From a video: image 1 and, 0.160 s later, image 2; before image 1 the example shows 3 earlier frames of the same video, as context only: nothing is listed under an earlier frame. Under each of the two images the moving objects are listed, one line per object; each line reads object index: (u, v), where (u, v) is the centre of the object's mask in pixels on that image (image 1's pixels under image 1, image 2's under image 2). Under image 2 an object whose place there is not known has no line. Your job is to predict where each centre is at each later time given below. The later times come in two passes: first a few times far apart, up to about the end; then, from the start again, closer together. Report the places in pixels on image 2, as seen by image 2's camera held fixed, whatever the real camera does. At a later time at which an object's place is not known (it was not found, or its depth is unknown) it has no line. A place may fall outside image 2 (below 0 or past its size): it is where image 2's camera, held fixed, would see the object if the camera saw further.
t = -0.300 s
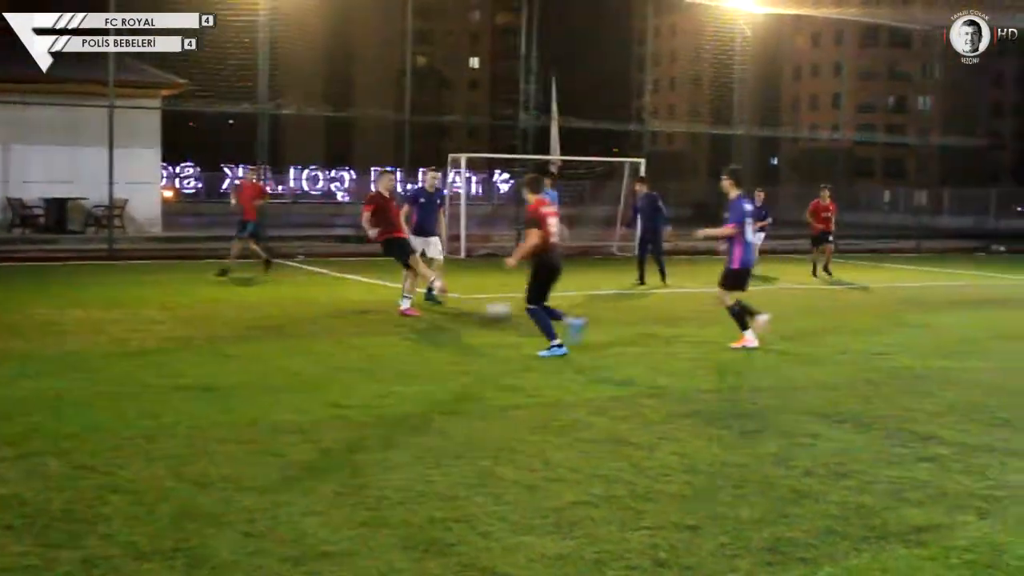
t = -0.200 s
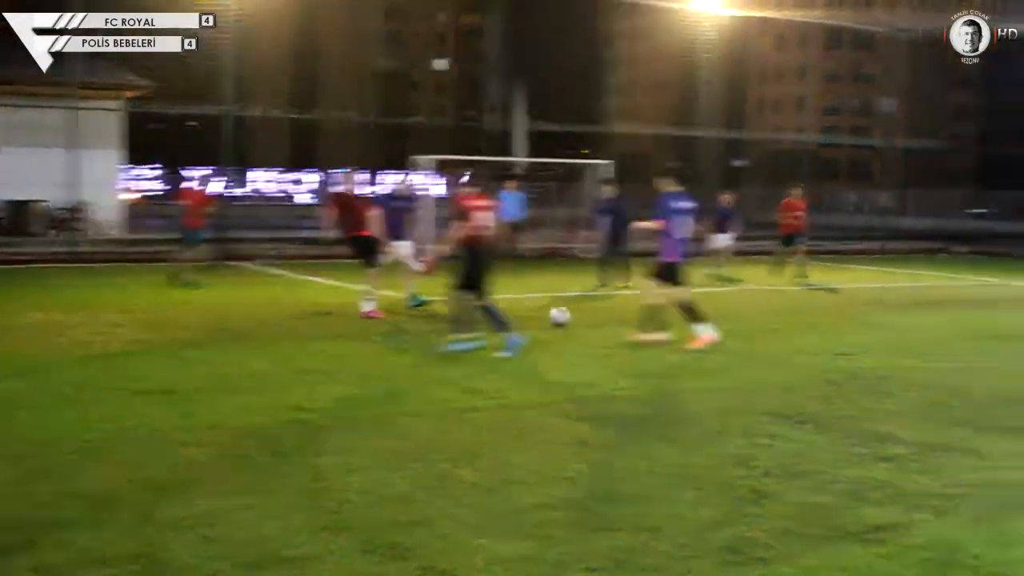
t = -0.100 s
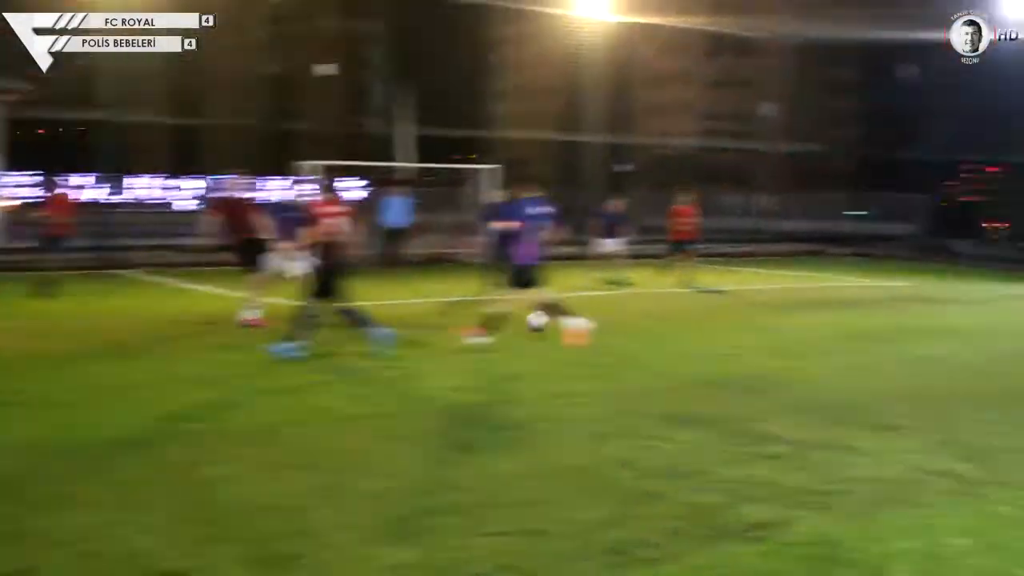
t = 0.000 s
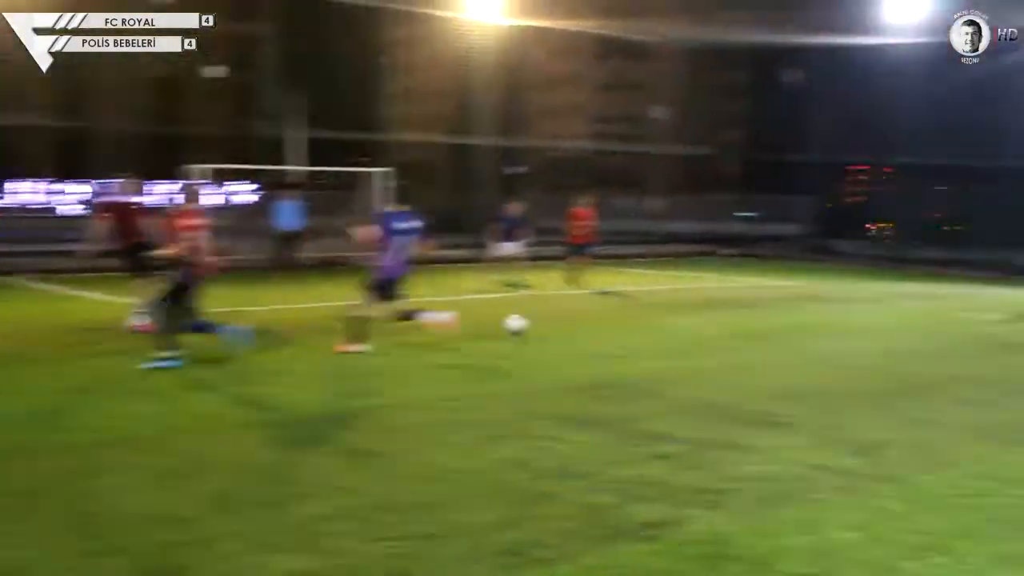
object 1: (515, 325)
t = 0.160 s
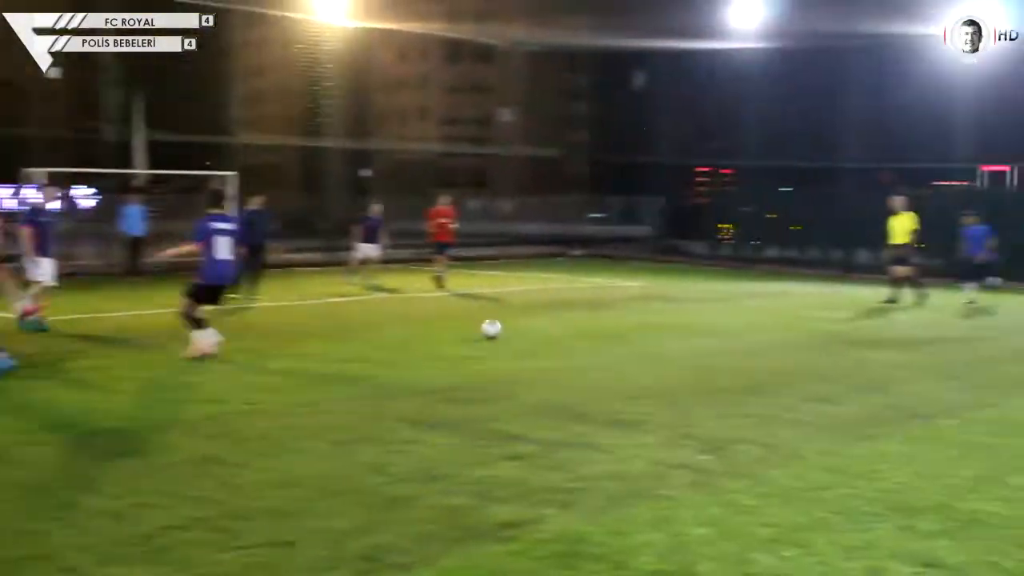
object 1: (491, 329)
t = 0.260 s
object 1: (551, 327)
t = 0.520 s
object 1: (710, 324)
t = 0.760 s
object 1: (847, 326)
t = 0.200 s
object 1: (515, 327)
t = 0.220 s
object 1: (527, 327)
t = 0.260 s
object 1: (551, 327)
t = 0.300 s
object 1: (576, 329)
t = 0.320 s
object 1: (589, 328)
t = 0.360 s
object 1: (613, 323)
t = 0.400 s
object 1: (638, 322)
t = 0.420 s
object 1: (651, 321)
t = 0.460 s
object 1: (674, 321)
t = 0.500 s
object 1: (698, 323)
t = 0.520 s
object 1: (710, 324)
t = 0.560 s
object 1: (734, 327)
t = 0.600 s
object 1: (756, 325)
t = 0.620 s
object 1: (768, 323)
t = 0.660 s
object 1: (791, 321)
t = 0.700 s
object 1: (813, 322)
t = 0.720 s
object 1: (824, 323)
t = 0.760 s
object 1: (847, 326)
